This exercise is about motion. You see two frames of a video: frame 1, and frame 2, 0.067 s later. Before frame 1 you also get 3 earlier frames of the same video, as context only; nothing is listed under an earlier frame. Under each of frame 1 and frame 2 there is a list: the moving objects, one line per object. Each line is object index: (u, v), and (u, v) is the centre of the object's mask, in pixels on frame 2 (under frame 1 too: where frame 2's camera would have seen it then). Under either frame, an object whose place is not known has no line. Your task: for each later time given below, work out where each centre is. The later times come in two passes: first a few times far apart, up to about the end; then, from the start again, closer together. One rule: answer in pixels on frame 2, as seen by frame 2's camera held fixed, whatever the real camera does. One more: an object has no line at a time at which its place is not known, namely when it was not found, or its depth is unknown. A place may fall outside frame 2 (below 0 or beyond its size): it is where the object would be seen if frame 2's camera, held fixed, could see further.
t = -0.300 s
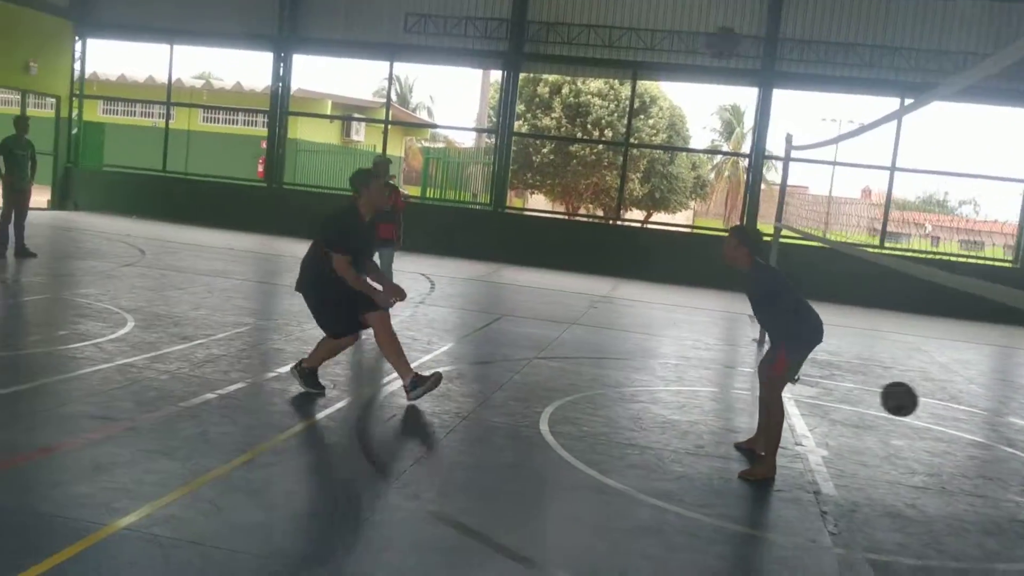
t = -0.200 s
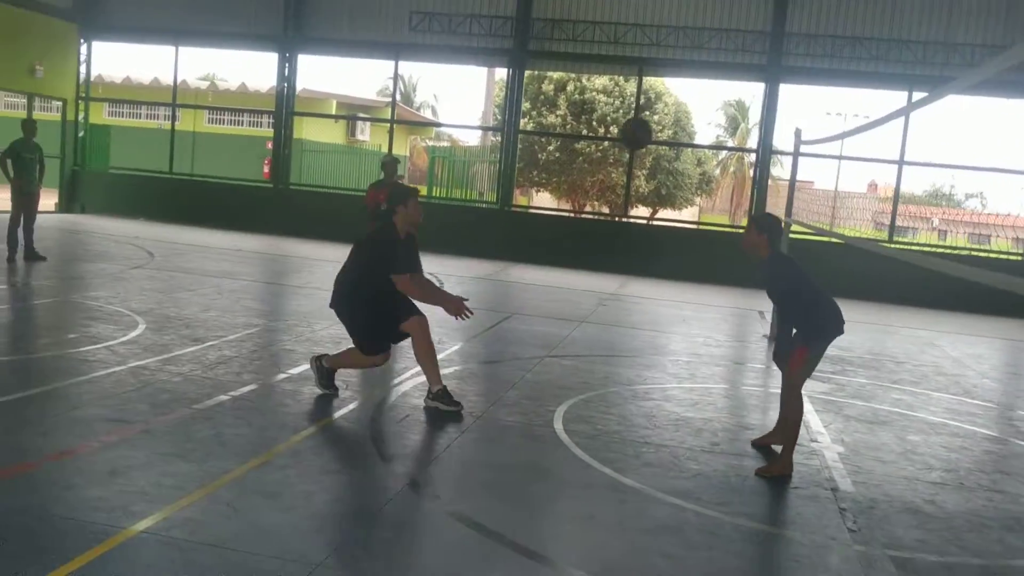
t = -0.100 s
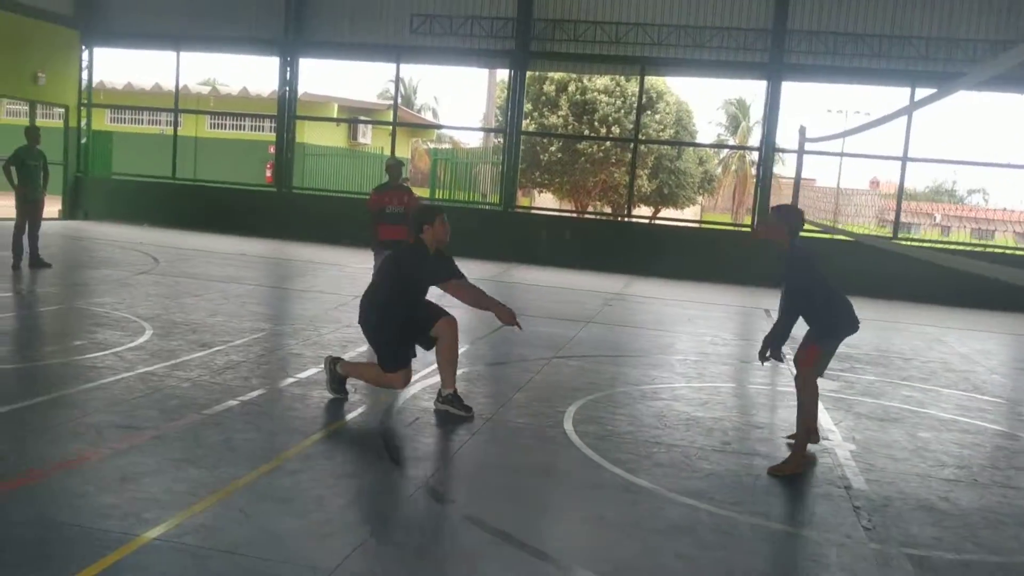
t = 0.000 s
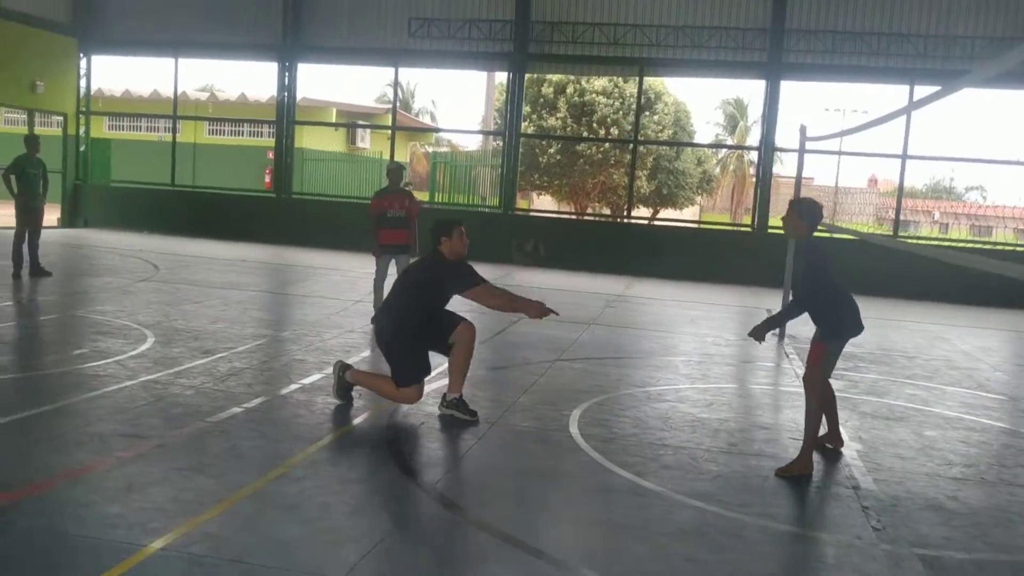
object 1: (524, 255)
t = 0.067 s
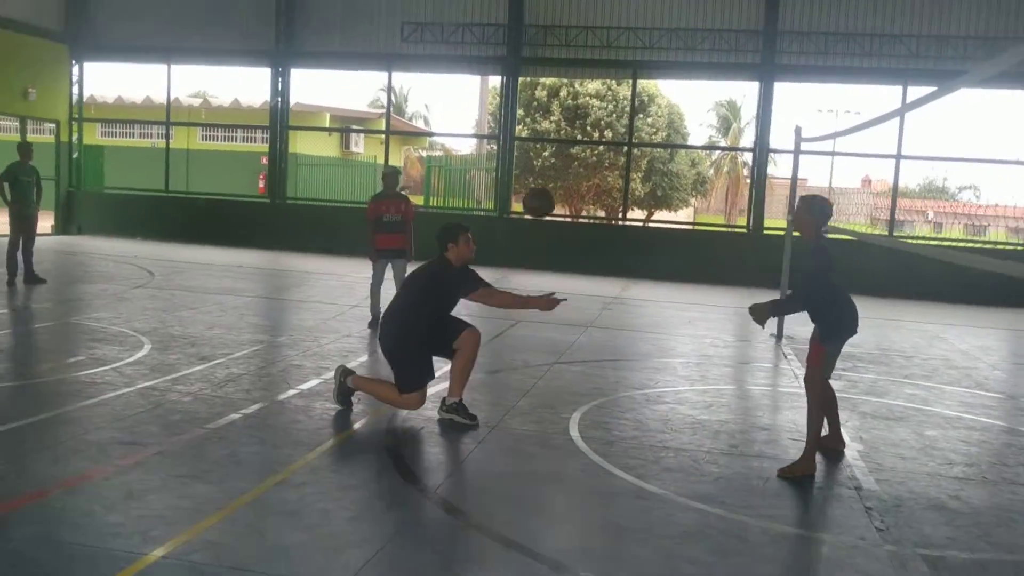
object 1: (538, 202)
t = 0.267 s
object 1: (588, 77)
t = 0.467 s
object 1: (637, 5)
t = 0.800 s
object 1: (703, 43)
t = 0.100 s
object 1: (547, 179)
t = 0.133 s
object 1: (555, 155)
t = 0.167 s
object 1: (563, 134)
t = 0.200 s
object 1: (572, 114)
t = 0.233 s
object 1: (580, 94)
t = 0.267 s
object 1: (588, 77)
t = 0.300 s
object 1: (597, 61)
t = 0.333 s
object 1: (604, 46)
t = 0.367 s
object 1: (612, 33)
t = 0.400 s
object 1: (620, 23)
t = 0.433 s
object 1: (628, 13)
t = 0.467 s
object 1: (637, 5)
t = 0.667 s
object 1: (678, 2)
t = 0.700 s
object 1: (685, 9)
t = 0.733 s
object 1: (691, 18)
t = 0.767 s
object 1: (697, 29)
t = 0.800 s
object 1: (703, 43)
